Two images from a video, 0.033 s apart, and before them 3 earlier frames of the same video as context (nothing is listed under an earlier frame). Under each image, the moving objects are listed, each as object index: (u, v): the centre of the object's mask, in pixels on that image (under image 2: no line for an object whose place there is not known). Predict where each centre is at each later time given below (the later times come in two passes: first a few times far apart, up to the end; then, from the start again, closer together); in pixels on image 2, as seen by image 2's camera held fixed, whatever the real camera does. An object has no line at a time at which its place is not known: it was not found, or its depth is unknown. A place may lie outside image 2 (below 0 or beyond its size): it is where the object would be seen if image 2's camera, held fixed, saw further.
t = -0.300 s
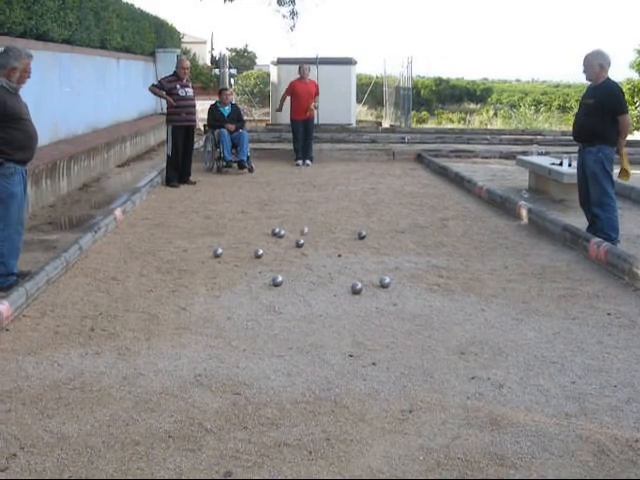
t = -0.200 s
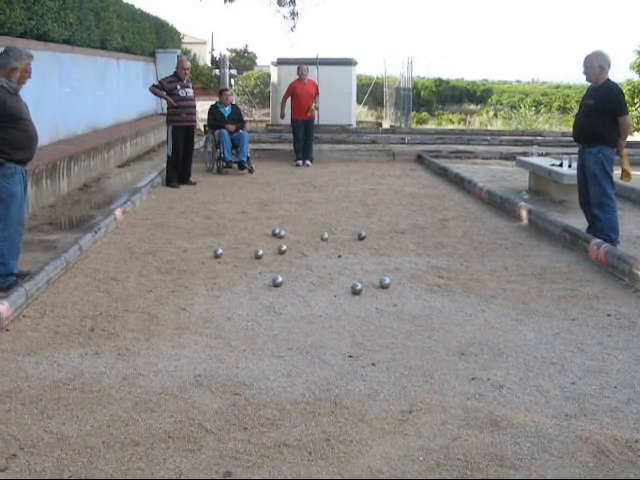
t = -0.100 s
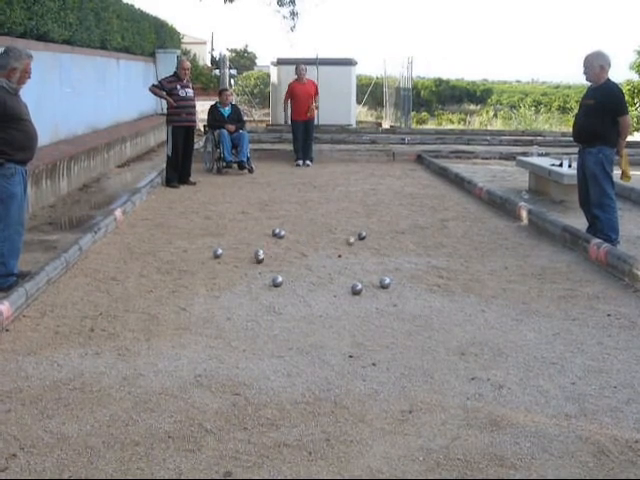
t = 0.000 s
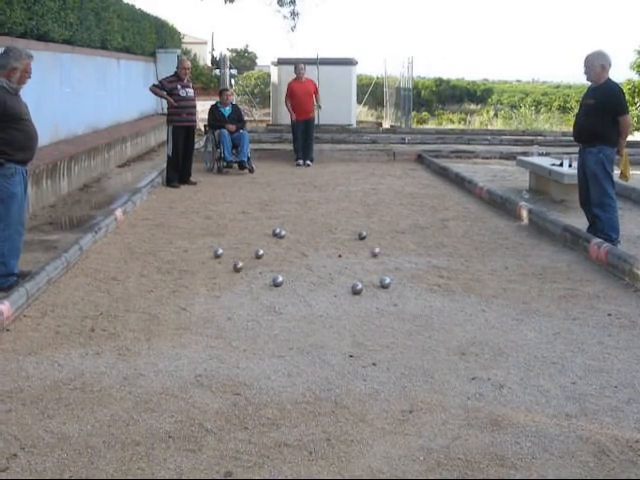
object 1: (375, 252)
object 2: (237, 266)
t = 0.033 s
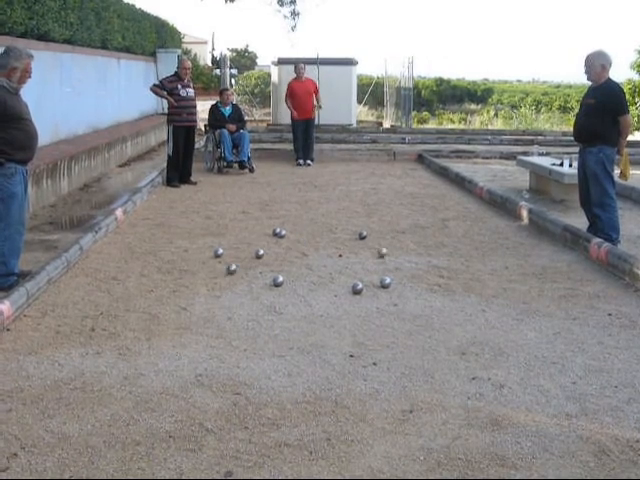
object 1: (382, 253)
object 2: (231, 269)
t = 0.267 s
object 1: (426, 260)
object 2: (187, 285)
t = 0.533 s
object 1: (467, 271)
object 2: (138, 303)
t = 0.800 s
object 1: (506, 280)
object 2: (91, 323)
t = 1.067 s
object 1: (541, 288)
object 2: (45, 339)
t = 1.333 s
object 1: (571, 293)
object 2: (7, 352)
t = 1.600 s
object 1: (591, 297)
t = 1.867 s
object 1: (602, 299)
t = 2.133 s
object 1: (607, 299)
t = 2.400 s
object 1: (605, 299)
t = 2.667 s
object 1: (605, 299)
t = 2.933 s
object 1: (605, 299)
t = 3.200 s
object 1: (605, 299)
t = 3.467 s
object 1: (605, 299)
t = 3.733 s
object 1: (605, 299)
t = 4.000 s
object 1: (605, 299)
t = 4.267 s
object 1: (605, 299)
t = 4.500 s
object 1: (605, 299)
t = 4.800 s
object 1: (605, 299)
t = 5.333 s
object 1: (605, 299)
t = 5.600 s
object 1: (605, 299)
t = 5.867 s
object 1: (605, 299)
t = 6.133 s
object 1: (605, 299)
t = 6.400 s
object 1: (605, 299)
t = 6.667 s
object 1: (605, 299)
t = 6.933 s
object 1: (605, 299)
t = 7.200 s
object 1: (605, 299)
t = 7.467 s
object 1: (605, 299)
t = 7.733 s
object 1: (605, 299)
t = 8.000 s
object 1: (605, 299)
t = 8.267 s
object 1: (605, 299)
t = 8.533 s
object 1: (605, 299)
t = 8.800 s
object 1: (605, 298)
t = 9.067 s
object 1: (605, 299)
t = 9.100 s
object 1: (604, 300)
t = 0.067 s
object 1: (388, 254)
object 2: (224, 270)
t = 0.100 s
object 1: (395, 254)
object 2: (218, 274)
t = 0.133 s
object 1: (402, 254)
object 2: (212, 277)
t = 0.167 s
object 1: (407, 256)
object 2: (205, 278)
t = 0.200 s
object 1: (414, 259)
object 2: (198, 282)
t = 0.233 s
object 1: (420, 259)
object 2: (193, 283)
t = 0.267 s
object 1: (426, 260)
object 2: (187, 285)
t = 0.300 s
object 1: (432, 262)
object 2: (181, 287)
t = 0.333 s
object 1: (437, 263)
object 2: (175, 289)
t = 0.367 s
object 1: (442, 264)
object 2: (168, 292)
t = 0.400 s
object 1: (447, 265)
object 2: (163, 295)
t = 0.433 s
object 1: (452, 266)
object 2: (156, 296)
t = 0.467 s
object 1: (457, 267)
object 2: (150, 298)
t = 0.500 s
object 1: (462, 269)
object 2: (144, 301)
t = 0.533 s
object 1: (467, 271)
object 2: (138, 303)
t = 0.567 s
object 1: (472, 272)
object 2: (132, 306)
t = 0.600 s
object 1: (477, 273)
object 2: (126, 309)
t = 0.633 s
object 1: (482, 275)
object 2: (120, 311)
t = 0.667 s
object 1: (487, 276)
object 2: (114, 313)
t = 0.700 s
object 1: (492, 277)
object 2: (108, 316)
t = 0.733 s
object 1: (497, 278)
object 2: (102, 317)
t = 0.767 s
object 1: (501, 279)
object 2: (96, 319)
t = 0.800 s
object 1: (506, 280)
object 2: (91, 323)
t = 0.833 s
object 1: (511, 280)
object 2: (84, 324)
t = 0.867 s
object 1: (516, 282)
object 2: (79, 327)
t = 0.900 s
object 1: (520, 283)
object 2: (73, 328)
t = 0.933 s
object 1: (524, 284)
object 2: (68, 330)
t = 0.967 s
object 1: (529, 285)
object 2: (62, 333)
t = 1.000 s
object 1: (533, 286)
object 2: (56, 334)
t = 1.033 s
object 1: (537, 287)
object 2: (51, 337)
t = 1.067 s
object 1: (541, 288)
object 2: (45, 339)
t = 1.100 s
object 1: (544, 288)
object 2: (40, 341)
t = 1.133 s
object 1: (549, 289)
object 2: (35, 343)
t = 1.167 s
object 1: (552, 290)
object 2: (30, 344)
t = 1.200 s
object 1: (556, 291)
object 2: (25, 345)
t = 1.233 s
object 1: (561, 291)
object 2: (20, 347)
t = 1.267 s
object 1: (565, 292)
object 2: (16, 349)
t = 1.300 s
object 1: (568, 293)
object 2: (12, 351)
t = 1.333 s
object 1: (571, 293)
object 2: (7, 352)
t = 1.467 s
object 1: (575, 294)
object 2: (2, 354)
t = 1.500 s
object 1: (585, 296)
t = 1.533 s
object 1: (587, 296)
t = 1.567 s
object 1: (589, 297)
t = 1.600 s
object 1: (591, 297)
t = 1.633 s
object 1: (592, 297)
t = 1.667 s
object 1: (594, 297)
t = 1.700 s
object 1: (596, 298)
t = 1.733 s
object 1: (596, 298)
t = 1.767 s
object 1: (598, 298)
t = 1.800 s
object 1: (600, 299)
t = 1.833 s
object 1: (601, 299)
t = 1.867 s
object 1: (602, 299)
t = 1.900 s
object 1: (603, 299)
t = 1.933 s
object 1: (604, 299)
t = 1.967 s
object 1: (605, 299)
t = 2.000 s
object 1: (605, 299)
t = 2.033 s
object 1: (606, 300)
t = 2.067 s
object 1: (607, 300)
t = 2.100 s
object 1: (607, 300)
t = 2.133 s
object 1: (607, 299)
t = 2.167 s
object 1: (607, 299)
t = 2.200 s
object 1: (607, 299)
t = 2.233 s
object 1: (607, 299)
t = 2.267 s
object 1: (607, 299)
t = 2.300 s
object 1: (606, 299)
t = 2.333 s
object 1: (606, 298)
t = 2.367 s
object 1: (605, 299)
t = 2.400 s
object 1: (605, 299)
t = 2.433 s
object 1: (605, 298)
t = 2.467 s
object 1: (605, 299)
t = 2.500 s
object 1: (605, 299)
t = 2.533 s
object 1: (605, 299)
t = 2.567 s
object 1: (605, 299)
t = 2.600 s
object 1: (605, 299)
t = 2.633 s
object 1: (605, 299)
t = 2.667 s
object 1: (605, 299)
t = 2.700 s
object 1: (605, 298)
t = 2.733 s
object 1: (605, 299)
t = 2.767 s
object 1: (605, 299)
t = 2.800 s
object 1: (605, 299)
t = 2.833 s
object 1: (605, 299)
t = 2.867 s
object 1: (605, 299)
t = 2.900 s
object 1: (605, 299)
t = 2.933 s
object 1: (605, 299)
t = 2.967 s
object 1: (605, 299)
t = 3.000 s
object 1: (605, 299)
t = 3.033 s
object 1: (605, 299)
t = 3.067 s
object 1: (605, 299)
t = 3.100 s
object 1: (605, 299)
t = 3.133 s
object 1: (605, 299)
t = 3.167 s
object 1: (605, 299)
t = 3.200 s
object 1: (605, 299)
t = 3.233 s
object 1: (606, 299)
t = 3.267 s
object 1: (605, 299)
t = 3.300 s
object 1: (606, 299)
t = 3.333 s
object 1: (605, 299)
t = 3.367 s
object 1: (606, 299)
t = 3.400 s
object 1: (606, 299)
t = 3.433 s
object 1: (606, 299)
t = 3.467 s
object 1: (605, 299)
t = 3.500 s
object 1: (605, 299)
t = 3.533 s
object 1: (605, 299)
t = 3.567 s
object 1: (605, 299)
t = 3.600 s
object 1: (606, 299)
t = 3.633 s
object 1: (605, 299)
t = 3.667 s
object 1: (606, 299)
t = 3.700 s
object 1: (606, 299)
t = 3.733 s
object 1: (605, 299)
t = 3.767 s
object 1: (605, 299)
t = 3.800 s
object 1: (605, 299)
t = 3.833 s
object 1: (605, 299)
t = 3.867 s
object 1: (605, 299)
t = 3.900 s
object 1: (605, 299)
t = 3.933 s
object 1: (605, 299)
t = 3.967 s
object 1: (605, 299)
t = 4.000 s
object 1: (605, 299)
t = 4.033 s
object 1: (605, 299)
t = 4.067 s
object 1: (605, 299)
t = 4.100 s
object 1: (605, 299)
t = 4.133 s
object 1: (605, 299)
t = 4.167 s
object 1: (605, 299)
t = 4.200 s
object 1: (605, 299)
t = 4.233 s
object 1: (605, 299)
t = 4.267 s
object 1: (605, 299)
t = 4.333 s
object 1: (605, 299)
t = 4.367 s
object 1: (605, 299)
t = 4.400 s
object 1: (605, 299)
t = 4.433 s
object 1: (605, 299)
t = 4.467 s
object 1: (605, 299)
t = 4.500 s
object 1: (605, 299)
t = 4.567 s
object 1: (605, 299)
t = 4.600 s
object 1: (605, 299)
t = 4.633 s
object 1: (605, 299)
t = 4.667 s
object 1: (605, 299)
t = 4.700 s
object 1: (605, 299)
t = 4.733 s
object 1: (605, 299)
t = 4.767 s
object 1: (605, 299)
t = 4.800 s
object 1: (605, 299)
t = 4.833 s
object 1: (605, 299)
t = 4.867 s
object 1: (605, 299)
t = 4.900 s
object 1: (605, 299)
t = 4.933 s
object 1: (605, 299)
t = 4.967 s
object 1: (605, 299)
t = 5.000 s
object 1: (605, 299)
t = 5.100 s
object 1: (605, 299)
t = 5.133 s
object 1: (605, 299)
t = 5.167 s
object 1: (605, 299)
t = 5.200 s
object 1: (605, 299)
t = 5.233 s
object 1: (605, 299)
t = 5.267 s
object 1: (605, 299)
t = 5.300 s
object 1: (605, 299)
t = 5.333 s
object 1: (605, 299)
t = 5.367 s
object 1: (605, 299)
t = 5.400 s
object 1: (605, 299)
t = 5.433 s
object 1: (605, 299)
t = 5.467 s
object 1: (605, 299)
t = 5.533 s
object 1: (605, 299)
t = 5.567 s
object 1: (605, 299)
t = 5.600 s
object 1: (605, 299)
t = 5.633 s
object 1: (605, 299)
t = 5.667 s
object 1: (605, 299)
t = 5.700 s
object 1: (605, 299)
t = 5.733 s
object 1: (605, 299)
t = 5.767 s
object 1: (605, 299)
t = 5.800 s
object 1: (605, 299)
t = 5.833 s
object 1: (605, 299)
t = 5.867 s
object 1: (605, 299)
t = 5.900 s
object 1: (605, 299)
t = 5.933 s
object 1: (605, 299)
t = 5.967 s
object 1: (605, 299)
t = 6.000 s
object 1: (605, 299)
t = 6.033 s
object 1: (605, 299)
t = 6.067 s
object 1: (605, 299)
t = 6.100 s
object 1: (605, 299)
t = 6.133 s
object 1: (605, 299)
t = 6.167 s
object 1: (605, 299)
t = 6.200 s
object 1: (605, 299)
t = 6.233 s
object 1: (605, 299)
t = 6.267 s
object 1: (605, 298)
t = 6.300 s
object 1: (605, 299)
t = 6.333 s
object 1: (605, 299)
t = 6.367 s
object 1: (605, 299)
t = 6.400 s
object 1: (605, 299)
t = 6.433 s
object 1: (605, 299)
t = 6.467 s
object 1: (605, 299)
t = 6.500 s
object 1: (605, 299)
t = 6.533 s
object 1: (605, 299)
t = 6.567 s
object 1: (605, 299)
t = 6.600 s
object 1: (605, 299)
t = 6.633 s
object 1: (605, 299)
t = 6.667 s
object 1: (605, 299)
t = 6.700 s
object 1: (605, 299)
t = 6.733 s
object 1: (605, 299)
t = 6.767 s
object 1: (605, 299)
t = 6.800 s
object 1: (605, 299)
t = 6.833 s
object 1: (604, 299)
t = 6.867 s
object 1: (605, 299)
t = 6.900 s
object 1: (605, 299)
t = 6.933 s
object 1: (605, 299)
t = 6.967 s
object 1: (605, 299)
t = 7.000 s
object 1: (605, 299)
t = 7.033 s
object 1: (605, 299)
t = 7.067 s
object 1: (605, 299)
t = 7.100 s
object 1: (605, 299)
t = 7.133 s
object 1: (605, 299)
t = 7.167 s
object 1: (605, 299)
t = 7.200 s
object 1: (605, 299)
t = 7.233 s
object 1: (605, 299)
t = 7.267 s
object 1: (605, 299)
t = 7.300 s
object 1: (605, 299)
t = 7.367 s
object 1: (605, 299)
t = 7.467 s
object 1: (605, 299)
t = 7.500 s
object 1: (605, 299)
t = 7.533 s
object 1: (605, 299)
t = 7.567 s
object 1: (605, 299)
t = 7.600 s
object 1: (605, 299)
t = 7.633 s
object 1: (605, 299)
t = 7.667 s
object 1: (605, 299)
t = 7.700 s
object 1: (605, 299)
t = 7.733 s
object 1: (605, 299)
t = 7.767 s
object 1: (605, 299)
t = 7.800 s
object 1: (605, 299)
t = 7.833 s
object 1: (605, 299)
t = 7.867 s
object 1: (605, 299)
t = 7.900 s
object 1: (605, 299)
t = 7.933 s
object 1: (605, 299)
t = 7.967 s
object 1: (605, 299)
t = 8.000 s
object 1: (605, 299)
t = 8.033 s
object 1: (605, 299)
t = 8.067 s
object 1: (605, 299)
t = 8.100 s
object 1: (605, 299)
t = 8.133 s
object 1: (605, 299)
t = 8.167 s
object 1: (605, 299)
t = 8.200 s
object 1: (605, 299)
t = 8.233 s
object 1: (605, 299)
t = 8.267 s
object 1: (605, 299)
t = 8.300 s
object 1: (605, 299)
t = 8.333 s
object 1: (605, 299)
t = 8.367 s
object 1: (605, 299)
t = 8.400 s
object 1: (605, 299)
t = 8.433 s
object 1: (605, 299)
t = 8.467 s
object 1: (605, 299)
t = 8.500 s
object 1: (605, 299)
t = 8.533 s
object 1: (605, 299)
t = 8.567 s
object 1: (605, 299)
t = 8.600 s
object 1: (606, 299)
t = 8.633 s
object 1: (605, 299)
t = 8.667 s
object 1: (605, 299)
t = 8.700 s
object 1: (605, 299)
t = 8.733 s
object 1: (605, 299)
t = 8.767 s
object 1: (605, 299)
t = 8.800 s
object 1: (605, 298)
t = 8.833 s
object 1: (605, 299)
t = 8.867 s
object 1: (605, 299)
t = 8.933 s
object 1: (605, 299)
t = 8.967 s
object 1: (605, 299)
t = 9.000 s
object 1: (605, 299)
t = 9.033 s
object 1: (605, 299)
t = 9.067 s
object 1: (605, 299)
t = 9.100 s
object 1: (604, 300)
